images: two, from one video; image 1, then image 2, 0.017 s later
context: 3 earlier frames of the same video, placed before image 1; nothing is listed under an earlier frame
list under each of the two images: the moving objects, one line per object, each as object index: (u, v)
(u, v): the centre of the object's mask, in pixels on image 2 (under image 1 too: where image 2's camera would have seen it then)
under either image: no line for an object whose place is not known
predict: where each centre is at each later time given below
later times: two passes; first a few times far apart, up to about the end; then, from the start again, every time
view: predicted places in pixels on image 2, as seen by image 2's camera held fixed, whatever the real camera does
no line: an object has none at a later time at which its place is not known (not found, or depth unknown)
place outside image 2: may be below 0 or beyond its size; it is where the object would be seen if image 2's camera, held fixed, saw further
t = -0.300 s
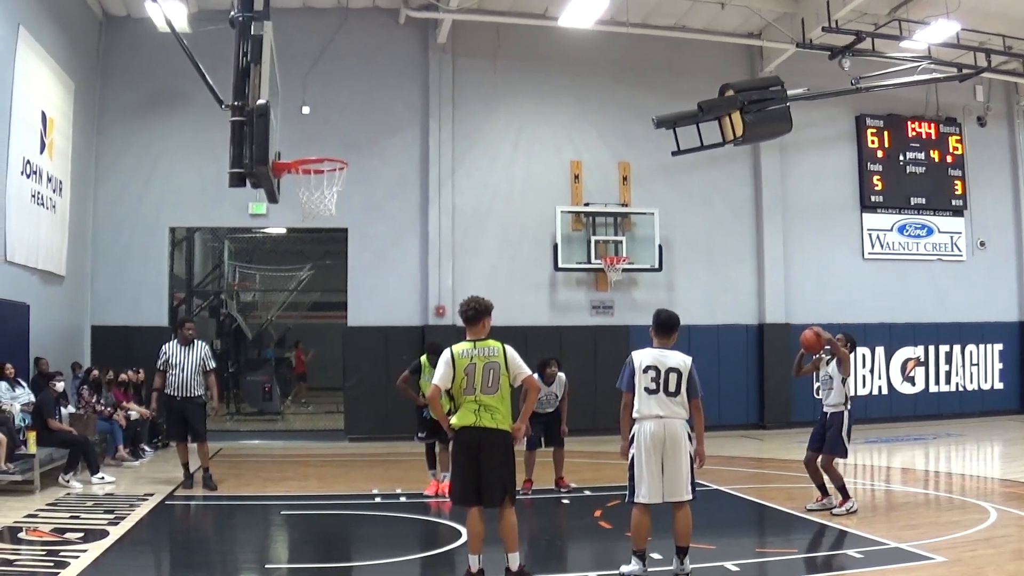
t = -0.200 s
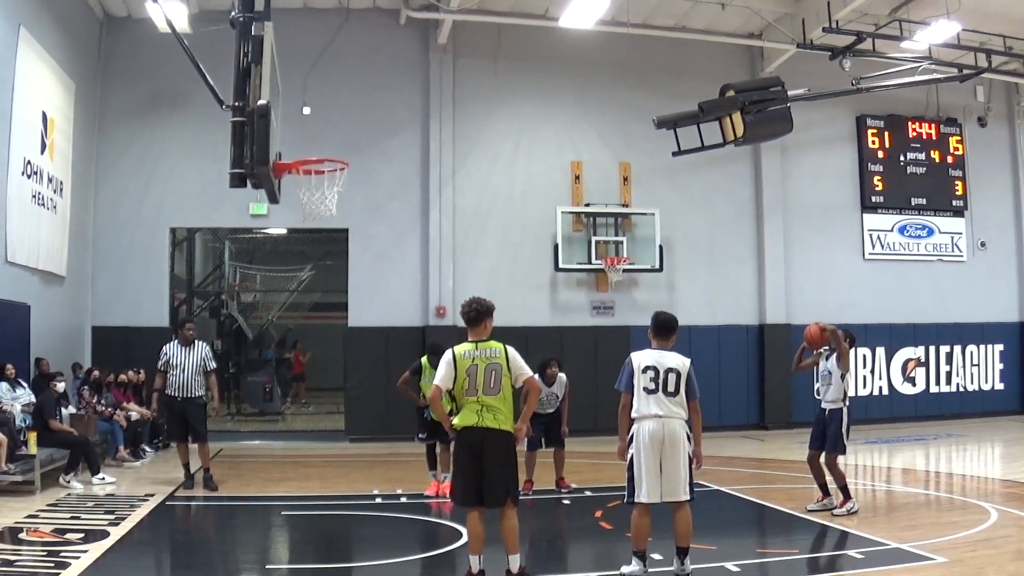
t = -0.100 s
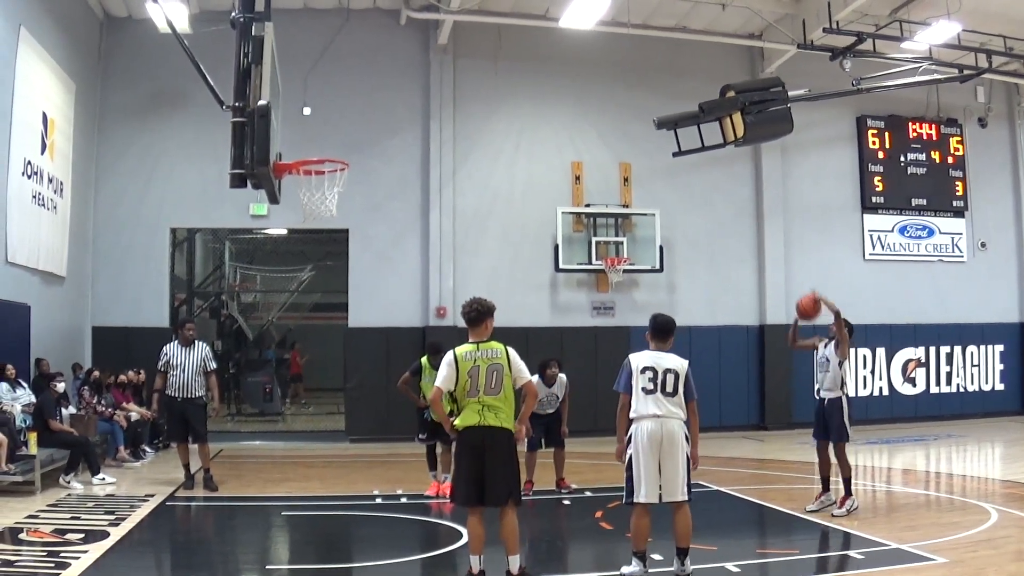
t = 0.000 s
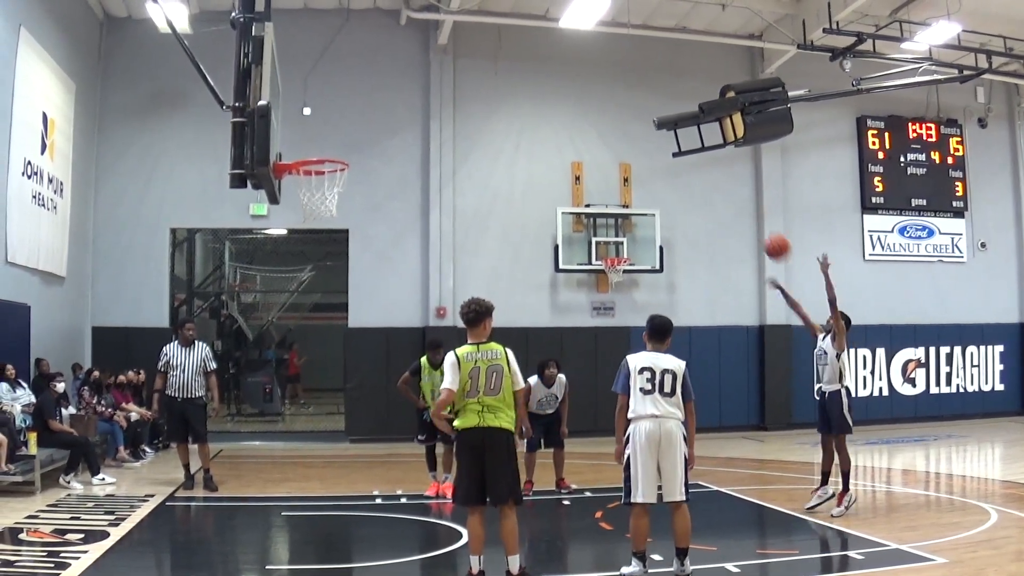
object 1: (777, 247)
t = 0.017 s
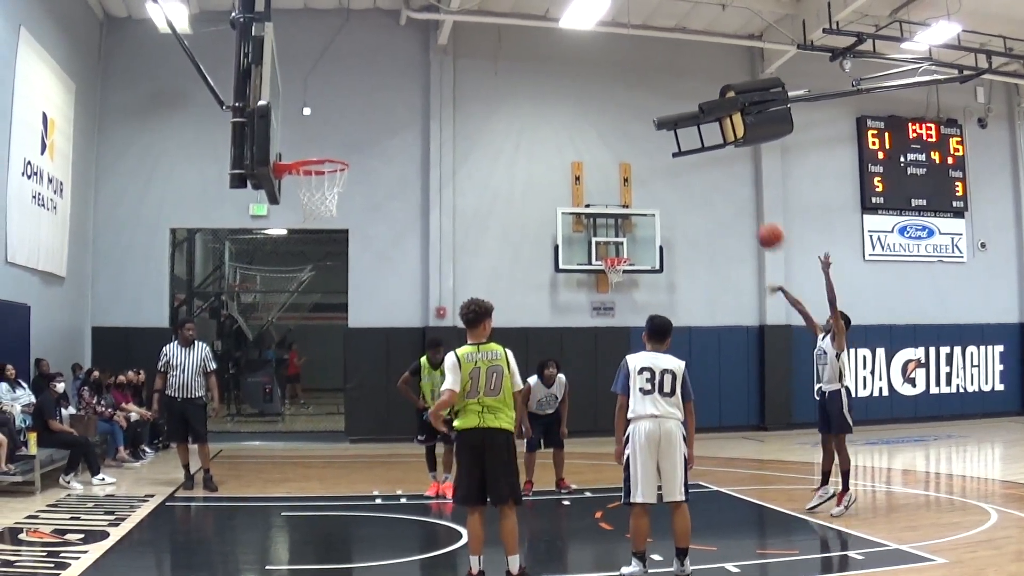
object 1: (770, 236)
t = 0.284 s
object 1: (660, 107)
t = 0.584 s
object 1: (532, 51)
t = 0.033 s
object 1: (763, 226)
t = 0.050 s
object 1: (757, 216)
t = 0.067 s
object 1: (750, 206)
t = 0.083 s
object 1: (743, 197)
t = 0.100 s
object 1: (736, 188)
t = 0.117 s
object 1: (729, 179)
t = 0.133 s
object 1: (722, 170)
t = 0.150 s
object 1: (715, 163)
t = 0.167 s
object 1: (708, 154)
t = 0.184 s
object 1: (702, 147)
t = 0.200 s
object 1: (695, 139)
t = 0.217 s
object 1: (687, 131)
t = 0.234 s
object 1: (680, 125)
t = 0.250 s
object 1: (674, 119)
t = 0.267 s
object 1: (667, 113)
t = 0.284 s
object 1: (660, 107)
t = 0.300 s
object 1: (652, 101)
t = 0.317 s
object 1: (645, 96)
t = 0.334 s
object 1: (638, 91)
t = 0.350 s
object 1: (631, 86)
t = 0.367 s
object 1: (624, 82)
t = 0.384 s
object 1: (617, 78)
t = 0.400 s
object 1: (610, 74)
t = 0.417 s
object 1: (603, 70)
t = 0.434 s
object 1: (596, 67)
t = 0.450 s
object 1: (589, 64)
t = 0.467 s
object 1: (582, 61)
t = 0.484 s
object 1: (575, 59)
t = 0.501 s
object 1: (567, 57)
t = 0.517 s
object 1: (560, 55)
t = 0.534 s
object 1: (553, 54)
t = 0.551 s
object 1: (546, 53)
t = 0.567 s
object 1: (539, 52)
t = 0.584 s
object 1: (532, 51)
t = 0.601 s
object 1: (525, 51)
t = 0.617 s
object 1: (518, 51)
